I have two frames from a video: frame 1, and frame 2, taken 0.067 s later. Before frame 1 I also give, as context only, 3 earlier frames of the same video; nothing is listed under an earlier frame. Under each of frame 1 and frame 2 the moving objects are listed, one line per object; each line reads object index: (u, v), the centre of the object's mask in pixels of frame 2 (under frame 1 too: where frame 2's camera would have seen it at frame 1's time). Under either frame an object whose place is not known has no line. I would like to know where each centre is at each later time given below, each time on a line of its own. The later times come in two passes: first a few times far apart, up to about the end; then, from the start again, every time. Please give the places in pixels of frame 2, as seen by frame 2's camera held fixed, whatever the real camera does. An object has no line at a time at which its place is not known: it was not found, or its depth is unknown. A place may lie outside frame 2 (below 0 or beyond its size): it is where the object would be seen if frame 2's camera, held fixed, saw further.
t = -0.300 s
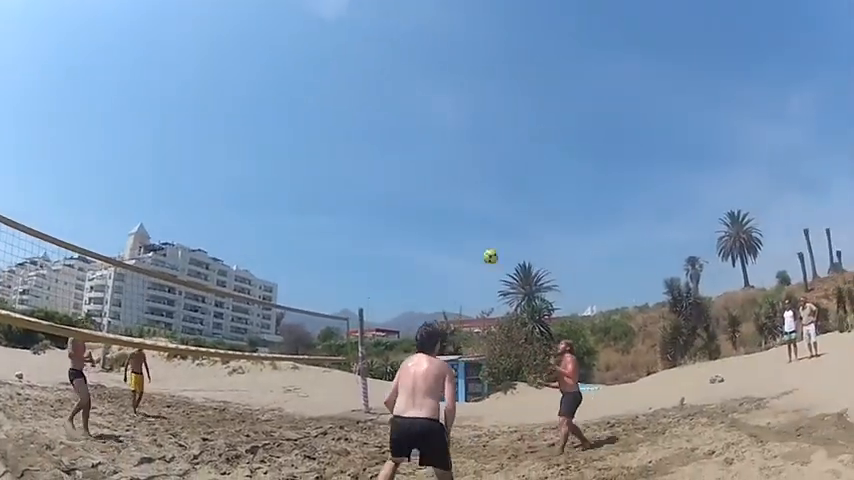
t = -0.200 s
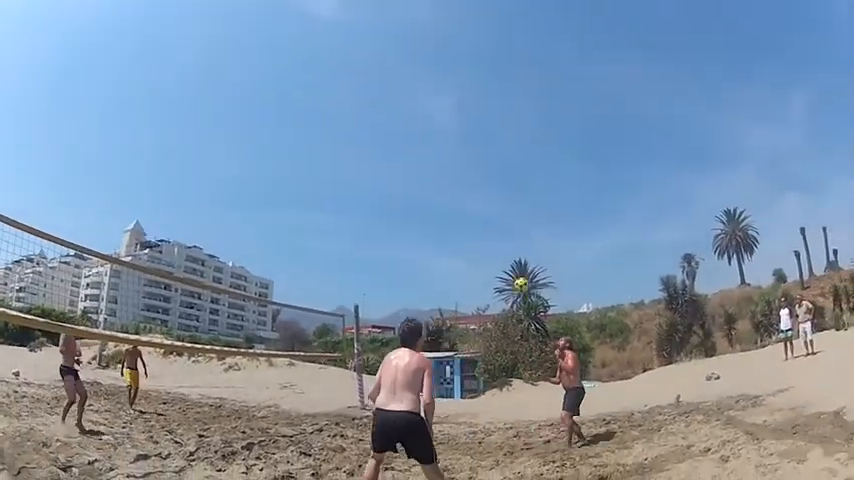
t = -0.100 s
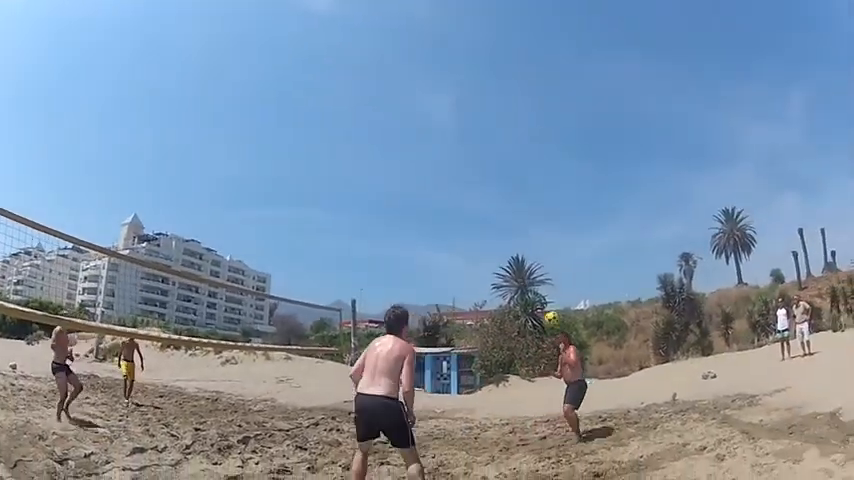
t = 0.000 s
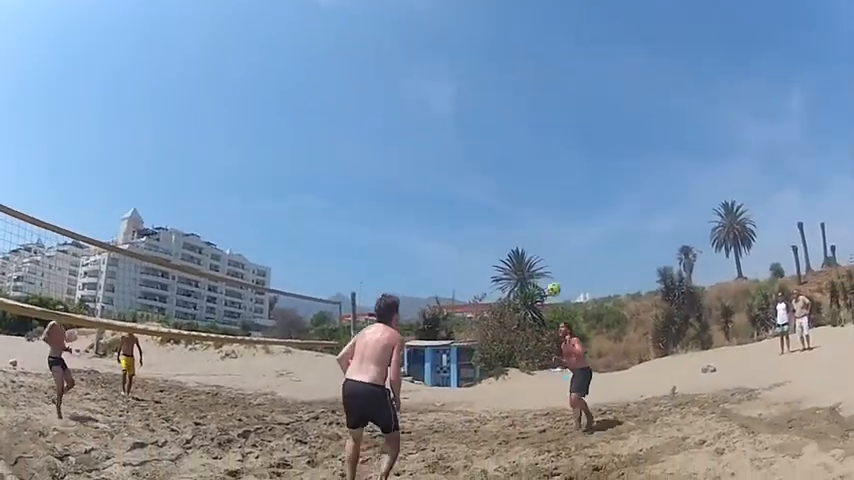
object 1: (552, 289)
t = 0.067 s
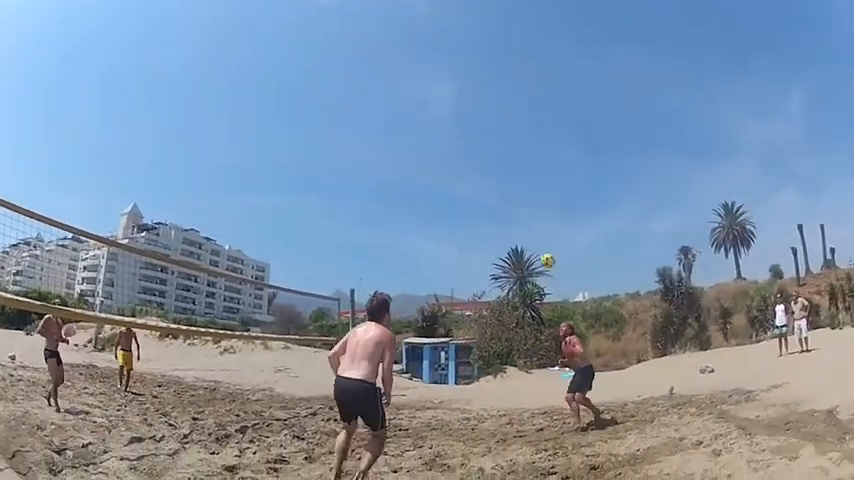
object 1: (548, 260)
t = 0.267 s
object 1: (529, 195)
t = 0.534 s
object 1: (506, 145)
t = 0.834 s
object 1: (482, 129)
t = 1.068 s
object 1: (466, 164)
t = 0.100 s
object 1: (544, 247)
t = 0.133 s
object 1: (541, 235)
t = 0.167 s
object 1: (538, 224)
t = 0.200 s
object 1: (536, 214)
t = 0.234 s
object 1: (533, 205)
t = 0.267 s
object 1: (529, 195)
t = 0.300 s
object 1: (526, 187)
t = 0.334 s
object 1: (522, 179)
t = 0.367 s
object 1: (519, 173)
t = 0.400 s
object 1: (516, 166)
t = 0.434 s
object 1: (514, 160)
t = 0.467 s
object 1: (510, 155)
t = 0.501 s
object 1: (508, 150)
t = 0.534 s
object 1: (506, 145)
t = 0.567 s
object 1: (502, 142)
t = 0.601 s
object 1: (500, 138)
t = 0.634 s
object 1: (498, 135)
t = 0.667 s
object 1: (495, 132)
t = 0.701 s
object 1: (493, 131)
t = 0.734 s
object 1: (490, 129)
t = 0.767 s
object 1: (487, 128)
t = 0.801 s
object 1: (484, 128)
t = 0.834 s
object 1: (482, 129)
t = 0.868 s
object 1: (480, 130)
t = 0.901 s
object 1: (477, 134)
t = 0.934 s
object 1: (475, 138)
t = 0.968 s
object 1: (473, 142)
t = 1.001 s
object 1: (470, 149)
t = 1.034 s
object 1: (468, 155)
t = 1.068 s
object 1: (466, 164)
